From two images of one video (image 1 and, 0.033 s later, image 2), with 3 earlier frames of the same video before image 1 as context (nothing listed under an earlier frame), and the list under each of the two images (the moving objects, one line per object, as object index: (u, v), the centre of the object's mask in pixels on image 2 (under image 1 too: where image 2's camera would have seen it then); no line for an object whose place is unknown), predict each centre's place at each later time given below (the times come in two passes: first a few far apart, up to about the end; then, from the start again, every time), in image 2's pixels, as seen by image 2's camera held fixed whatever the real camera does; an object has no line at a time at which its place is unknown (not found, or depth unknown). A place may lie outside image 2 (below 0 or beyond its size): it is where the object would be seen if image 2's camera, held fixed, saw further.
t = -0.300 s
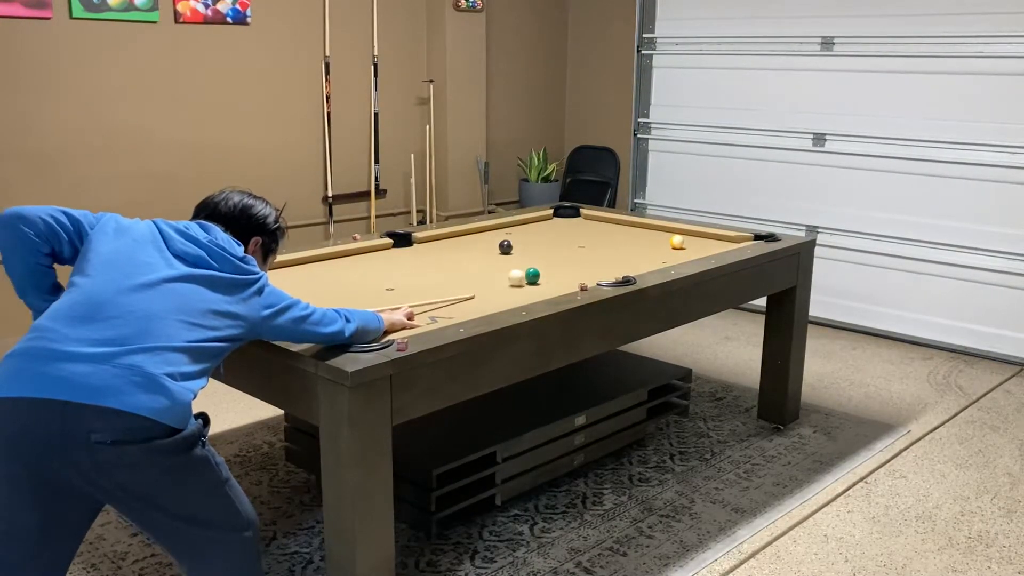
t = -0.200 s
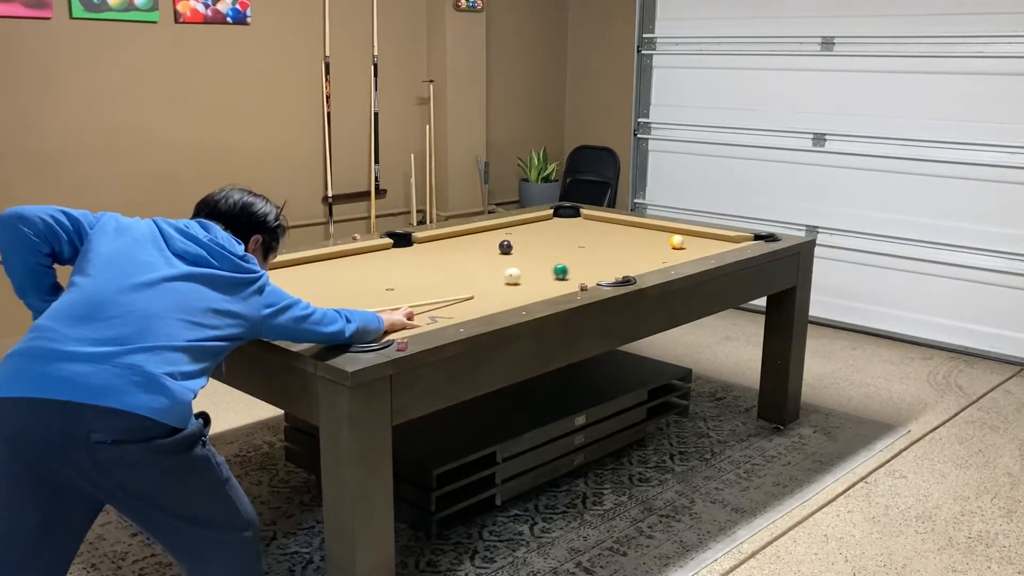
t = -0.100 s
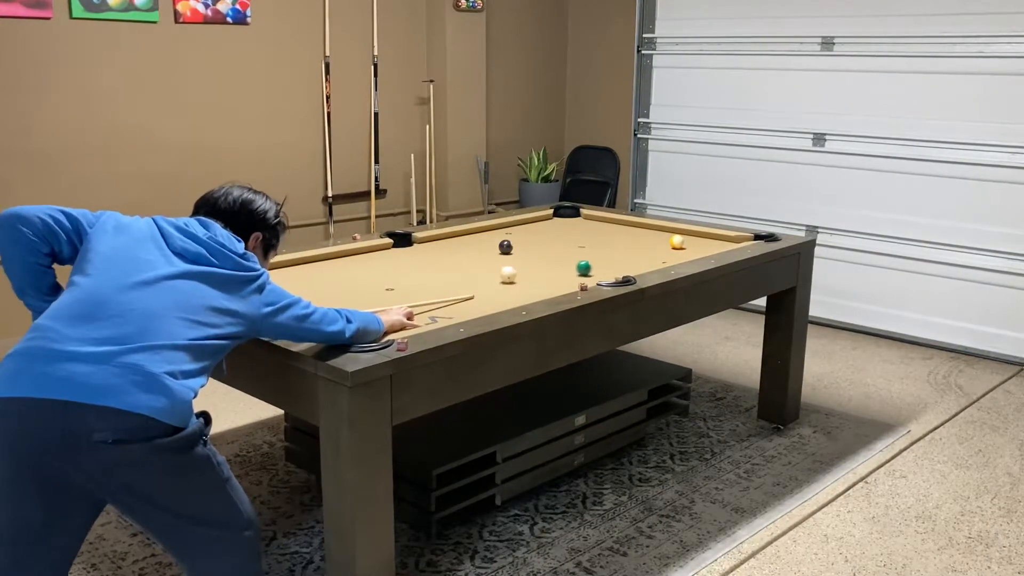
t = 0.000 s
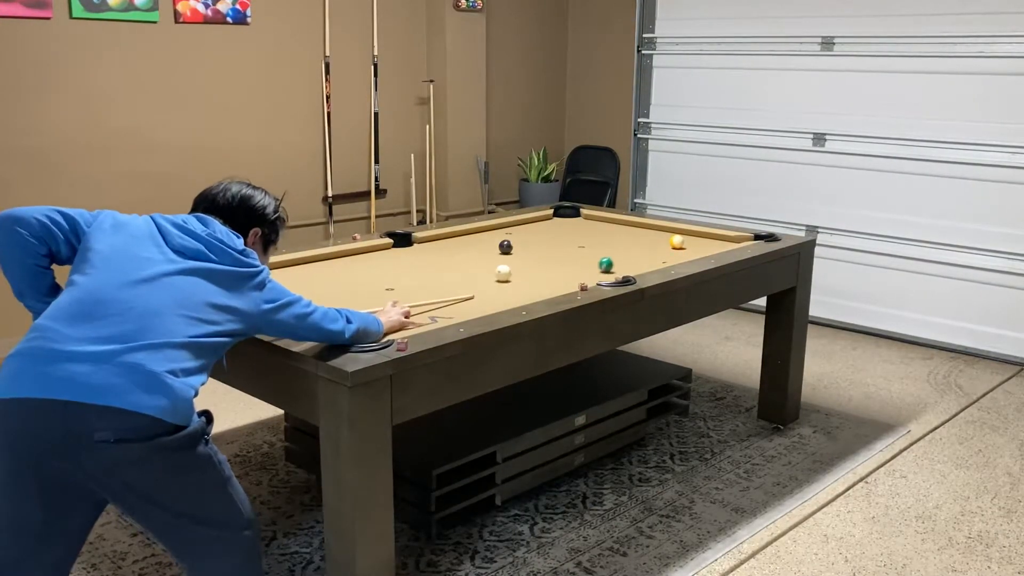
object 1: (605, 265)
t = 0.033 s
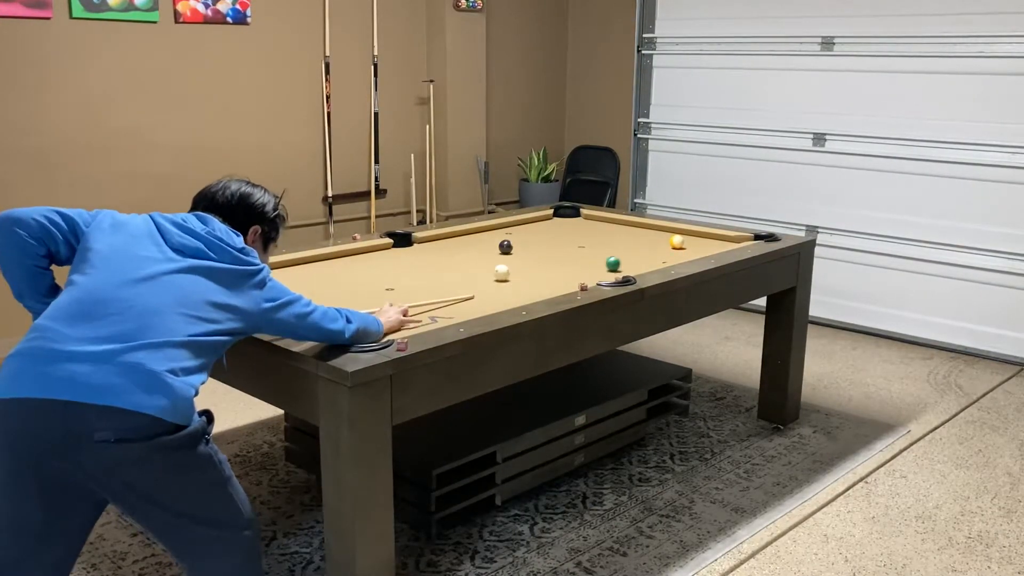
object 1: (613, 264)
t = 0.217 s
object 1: (651, 258)
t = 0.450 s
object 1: (695, 250)
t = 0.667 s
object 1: (723, 243)
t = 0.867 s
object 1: (741, 238)
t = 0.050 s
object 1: (616, 263)
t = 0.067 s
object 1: (620, 263)
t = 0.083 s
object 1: (623, 262)
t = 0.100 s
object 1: (627, 262)
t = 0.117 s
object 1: (630, 261)
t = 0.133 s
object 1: (634, 261)
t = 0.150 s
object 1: (637, 260)
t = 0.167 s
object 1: (640, 260)
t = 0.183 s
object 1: (644, 259)
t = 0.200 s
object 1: (647, 259)
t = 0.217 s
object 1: (651, 258)
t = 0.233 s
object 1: (654, 257)
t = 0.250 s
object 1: (657, 257)
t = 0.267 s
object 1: (660, 256)
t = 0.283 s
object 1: (664, 256)
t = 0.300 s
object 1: (667, 255)
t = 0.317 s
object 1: (670, 254)
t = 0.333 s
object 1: (673, 254)
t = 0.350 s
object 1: (676, 253)
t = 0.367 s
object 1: (679, 253)
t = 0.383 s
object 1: (683, 252)
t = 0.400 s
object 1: (686, 252)
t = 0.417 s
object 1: (689, 252)
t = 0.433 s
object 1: (692, 251)
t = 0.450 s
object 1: (695, 250)
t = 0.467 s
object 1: (698, 249)
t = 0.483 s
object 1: (701, 249)
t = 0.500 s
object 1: (704, 248)
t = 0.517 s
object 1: (707, 248)
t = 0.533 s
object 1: (709, 247)
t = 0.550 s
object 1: (712, 246)
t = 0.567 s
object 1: (715, 245)
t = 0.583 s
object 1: (716, 245)
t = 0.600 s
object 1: (718, 244)
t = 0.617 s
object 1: (719, 244)
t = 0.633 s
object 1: (720, 244)
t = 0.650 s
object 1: (721, 243)
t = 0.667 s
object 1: (723, 243)
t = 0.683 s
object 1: (725, 243)
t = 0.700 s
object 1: (726, 242)
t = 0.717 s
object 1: (727, 242)
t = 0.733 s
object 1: (729, 241)
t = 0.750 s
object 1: (731, 241)
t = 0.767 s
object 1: (731, 241)
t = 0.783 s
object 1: (733, 240)
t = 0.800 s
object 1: (735, 239)
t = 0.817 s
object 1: (736, 239)
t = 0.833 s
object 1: (738, 238)
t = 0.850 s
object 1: (740, 238)
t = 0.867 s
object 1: (741, 238)
